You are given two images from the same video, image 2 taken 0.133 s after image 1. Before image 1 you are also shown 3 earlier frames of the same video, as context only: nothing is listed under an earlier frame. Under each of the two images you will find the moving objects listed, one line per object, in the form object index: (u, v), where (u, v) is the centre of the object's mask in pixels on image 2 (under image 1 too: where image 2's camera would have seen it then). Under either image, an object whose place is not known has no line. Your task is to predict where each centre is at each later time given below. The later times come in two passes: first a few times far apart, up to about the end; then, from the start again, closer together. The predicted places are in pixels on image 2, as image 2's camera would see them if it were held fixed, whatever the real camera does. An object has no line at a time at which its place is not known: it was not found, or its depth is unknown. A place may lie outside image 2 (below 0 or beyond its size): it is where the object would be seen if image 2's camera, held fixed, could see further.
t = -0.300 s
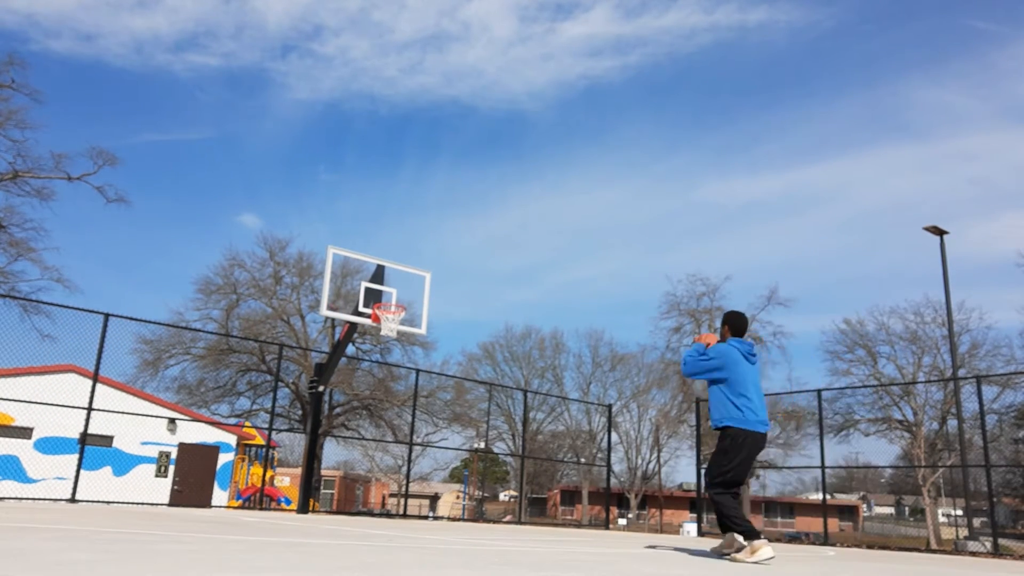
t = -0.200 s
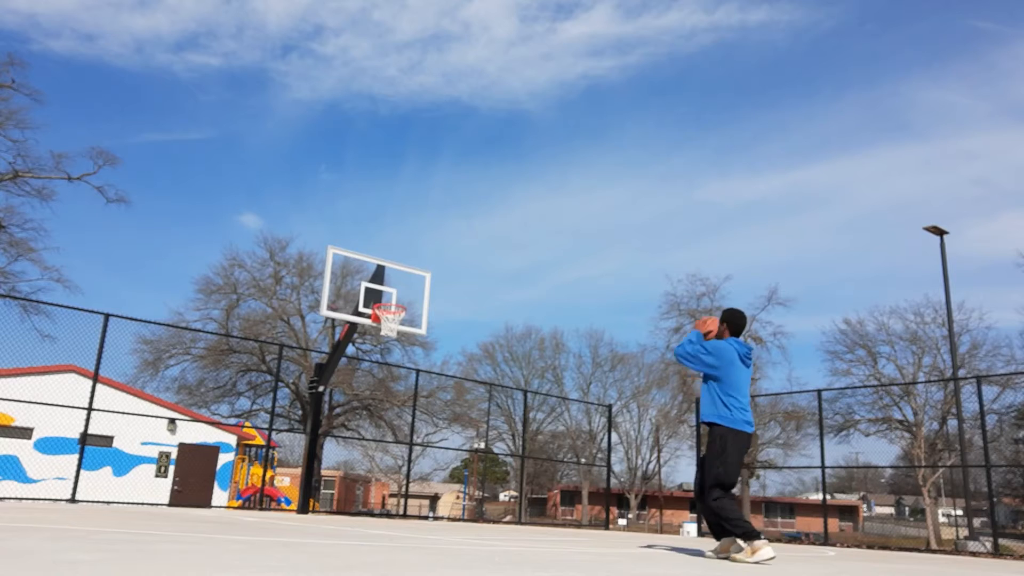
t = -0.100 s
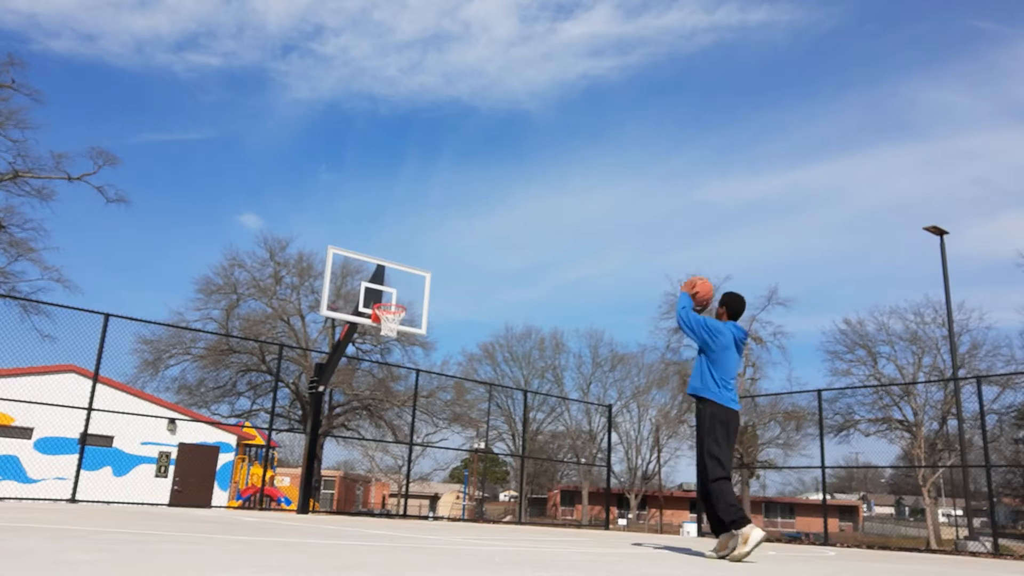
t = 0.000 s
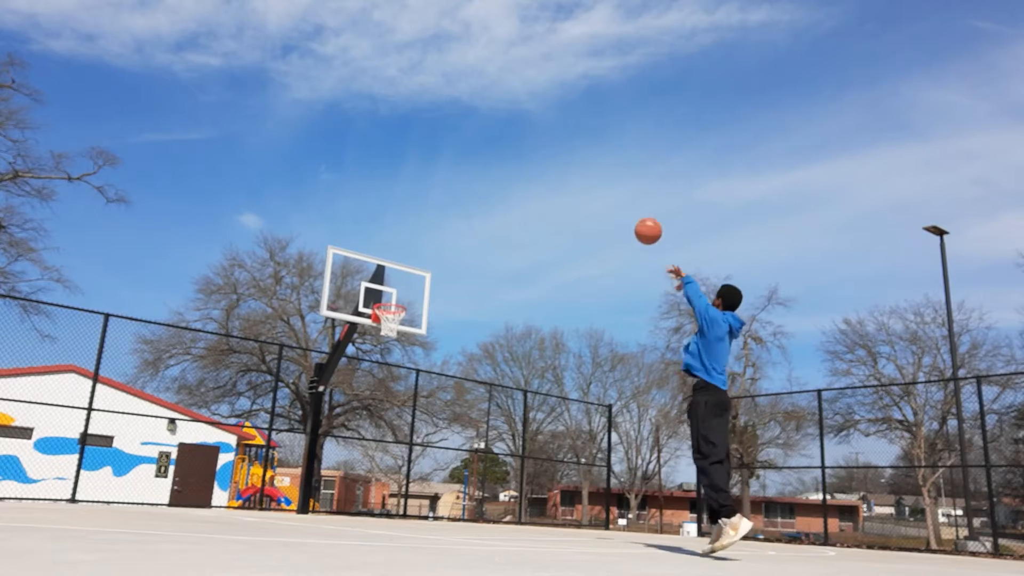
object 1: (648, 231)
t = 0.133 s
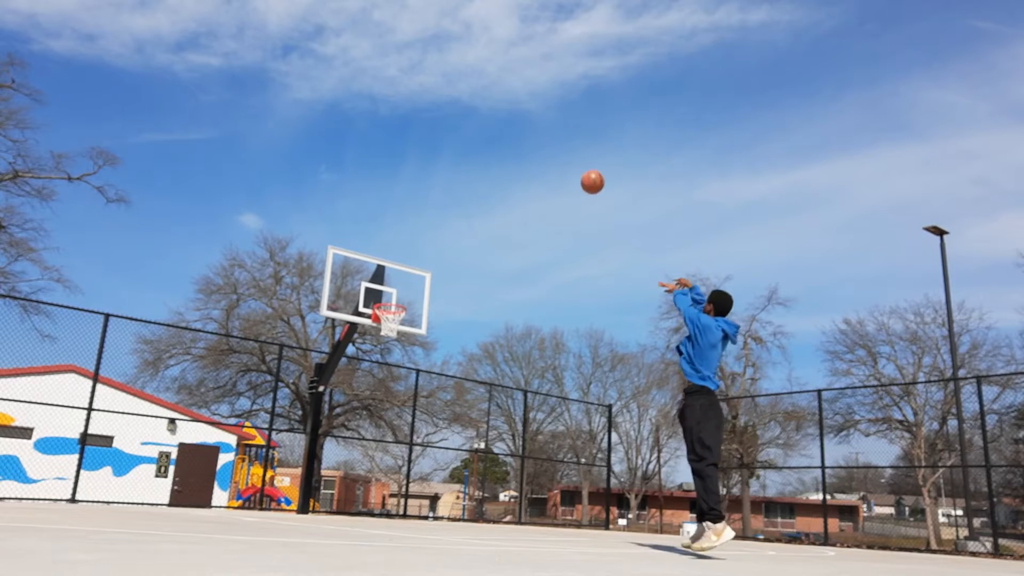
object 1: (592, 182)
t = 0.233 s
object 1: (558, 162)
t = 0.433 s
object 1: (503, 154)
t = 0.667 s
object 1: (451, 180)
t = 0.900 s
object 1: (407, 234)
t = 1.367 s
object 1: (395, 340)
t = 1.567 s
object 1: (393, 392)
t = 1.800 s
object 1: (388, 485)
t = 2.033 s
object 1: (392, 456)
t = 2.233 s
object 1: (395, 419)
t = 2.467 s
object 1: (397, 407)
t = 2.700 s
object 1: (395, 429)
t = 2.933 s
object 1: (391, 483)
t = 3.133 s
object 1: (392, 490)
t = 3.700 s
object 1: (401, 471)
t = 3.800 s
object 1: (402, 487)
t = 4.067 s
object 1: (404, 492)
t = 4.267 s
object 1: (407, 480)
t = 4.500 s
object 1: (409, 491)
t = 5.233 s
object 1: (418, 514)
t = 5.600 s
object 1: (425, 505)
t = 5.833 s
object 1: (430, 512)
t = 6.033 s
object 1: (439, 516)
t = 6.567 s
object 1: (464, 516)
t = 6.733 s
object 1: (470, 517)
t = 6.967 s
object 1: (481, 518)
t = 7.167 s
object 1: (489, 519)
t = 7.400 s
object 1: (498, 519)
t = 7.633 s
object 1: (510, 520)
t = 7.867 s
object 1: (518, 520)
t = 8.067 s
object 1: (527, 521)
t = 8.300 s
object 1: (536, 522)
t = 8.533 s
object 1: (544, 522)
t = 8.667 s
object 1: (549, 522)
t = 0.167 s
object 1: (580, 174)
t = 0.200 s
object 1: (569, 167)
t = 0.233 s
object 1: (558, 162)
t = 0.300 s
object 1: (538, 156)
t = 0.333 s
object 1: (529, 154)
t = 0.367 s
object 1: (520, 153)
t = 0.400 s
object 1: (511, 153)
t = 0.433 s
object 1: (503, 154)
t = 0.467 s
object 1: (495, 156)
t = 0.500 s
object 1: (487, 158)
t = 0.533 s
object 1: (479, 161)
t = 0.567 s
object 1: (472, 165)
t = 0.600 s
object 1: (465, 170)
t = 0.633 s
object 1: (457, 175)
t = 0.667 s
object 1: (451, 180)
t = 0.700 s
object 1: (444, 187)
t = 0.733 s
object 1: (437, 193)
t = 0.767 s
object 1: (431, 200)
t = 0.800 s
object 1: (425, 208)
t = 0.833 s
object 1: (418, 216)
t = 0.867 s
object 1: (413, 225)
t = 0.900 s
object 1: (407, 234)
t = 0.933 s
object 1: (401, 243)
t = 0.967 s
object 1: (395, 253)
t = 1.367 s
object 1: (395, 340)
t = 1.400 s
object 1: (395, 347)
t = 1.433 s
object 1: (394, 355)
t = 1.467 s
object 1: (394, 363)
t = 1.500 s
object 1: (393, 372)
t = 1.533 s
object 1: (393, 382)
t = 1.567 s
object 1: (393, 392)
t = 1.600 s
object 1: (392, 402)
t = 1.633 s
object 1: (392, 415)
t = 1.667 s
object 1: (391, 427)
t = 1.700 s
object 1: (391, 440)
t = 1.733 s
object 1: (390, 455)
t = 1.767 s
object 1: (389, 469)
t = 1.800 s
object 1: (388, 485)
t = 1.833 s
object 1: (387, 501)
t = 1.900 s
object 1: (387, 500)
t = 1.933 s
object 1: (389, 487)
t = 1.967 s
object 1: (390, 476)
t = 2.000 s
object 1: (391, 466)
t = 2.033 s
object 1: (392, 456)
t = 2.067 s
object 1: (392, 448)
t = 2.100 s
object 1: (393, 440)
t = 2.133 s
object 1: (394, 433)
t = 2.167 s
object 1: (395, 428)
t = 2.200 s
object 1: (395, 422)
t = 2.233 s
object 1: (395, 419)
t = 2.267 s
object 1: (396, 414)
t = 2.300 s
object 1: (396, 411)
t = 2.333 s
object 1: (397, 409)
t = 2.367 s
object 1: (397, 408)
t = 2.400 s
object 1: (397, 407)
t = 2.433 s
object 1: (397, 407)
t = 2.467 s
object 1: (397, 407)
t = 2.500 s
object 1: (397, 408)
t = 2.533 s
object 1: (397, 410)
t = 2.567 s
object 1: (397, 412)
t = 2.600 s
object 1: (396, 416)
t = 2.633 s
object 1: (396, 420)
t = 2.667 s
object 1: (395, 424)
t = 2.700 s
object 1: (395, 429)
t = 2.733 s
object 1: (395, 435)
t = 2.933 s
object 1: (391, 483)
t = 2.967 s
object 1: (390, 493)
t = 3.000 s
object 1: (388, 503)
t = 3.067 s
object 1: (389, 505)
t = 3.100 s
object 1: (390, 497)
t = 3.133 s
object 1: (392, 490)
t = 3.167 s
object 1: (393, 483)
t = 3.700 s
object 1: (401, 471)
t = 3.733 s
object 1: (401, 476)
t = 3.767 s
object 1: (401, 481)
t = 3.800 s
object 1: (402, 487)
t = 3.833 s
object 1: (402, 493)
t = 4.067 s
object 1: (404, 492)
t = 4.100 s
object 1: (405, 489)
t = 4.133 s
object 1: (406, 487)
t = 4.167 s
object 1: (406, 484)
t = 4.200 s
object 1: (406, 481)
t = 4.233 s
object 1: (407, 480)
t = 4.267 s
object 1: (407, 480)
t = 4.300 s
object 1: (407, 480)
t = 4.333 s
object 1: (408, 480)
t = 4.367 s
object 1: (408, 481)
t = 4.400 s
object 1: (409, 483)
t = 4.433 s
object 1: (409, 485)
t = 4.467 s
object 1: (409, 488)
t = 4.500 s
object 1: (409, 491)
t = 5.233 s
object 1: (418, 514)
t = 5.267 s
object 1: (418, 513)
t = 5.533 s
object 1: (423, 502)
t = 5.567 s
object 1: (424, 502)
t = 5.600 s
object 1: (425, 505)
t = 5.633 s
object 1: (425, 507)
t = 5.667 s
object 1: (425, 510)
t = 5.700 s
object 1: (426, 511)
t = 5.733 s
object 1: (427, 513)
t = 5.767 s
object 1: (428, 514)
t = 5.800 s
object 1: (429, 513)
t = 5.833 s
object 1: (430, 512)
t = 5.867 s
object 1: (432, 511)
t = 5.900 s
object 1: (435, 511)
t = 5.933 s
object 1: (436, 511)
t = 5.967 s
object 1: (437, 512)
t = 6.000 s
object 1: (438, 514)
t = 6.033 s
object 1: (439, 516)
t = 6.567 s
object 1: (464, 516)
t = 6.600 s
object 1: (465, 517)
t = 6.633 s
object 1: (466, 517)
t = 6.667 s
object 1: (468, 517)
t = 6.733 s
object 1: (470, 517)
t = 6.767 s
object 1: (472, 517)
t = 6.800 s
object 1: (473, 517)
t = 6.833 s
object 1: (475, 517)
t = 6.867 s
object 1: (476, 518)
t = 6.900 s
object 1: (478, 518)
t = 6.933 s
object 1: (479, 518)
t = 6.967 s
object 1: (481, 518)
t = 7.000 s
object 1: (482, 518)
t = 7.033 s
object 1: (484, 518)
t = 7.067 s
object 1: (485, 518)
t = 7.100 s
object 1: (486, 518)
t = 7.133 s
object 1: (488, 518)
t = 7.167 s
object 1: (489, 519)
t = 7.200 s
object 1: (491, 519)
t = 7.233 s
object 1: (492, 519)
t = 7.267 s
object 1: (494, 519)
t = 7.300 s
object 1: (495, 519)
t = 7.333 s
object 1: (496, 519)
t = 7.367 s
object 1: (497, 519)
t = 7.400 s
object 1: (498, 519)
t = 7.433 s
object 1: (501, 520)
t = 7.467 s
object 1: (502, 520)
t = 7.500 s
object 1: (503, 520)
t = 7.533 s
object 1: (505, 520)
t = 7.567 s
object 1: (506, 520)
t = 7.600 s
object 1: (508, 520)
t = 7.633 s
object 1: (510, 520)
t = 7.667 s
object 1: (511, 520)
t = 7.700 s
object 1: (511, 520)
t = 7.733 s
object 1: (513, 520)
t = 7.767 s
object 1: (514, 520)
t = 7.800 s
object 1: (514, 520)
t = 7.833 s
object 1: (517, 520)
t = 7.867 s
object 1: (518, 520)
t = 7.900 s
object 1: (520, 521)
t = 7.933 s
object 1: (521, 521)
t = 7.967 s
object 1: (523, 521)
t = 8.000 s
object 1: (524, 521)
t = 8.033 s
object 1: (526, 521)
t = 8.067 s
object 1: (527, 521)
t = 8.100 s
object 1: (528, 521)
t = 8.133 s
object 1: (529, 521)
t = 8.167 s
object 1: (531, 521)
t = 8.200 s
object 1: (532, 521)
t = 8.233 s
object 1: (533, 522)
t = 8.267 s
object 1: (535, 522)
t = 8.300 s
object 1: (536, 522)
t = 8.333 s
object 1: (537, 522)
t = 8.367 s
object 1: (538, 522)
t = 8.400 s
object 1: (539, 522)
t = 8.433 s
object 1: (541, 522)
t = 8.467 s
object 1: (542, 522)
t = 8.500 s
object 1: (543, 522)
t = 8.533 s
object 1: (544, 522)
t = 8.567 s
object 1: (546, 522)
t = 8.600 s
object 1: (547, 522)
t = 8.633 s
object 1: (548, 522)
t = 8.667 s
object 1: (549, 522)
